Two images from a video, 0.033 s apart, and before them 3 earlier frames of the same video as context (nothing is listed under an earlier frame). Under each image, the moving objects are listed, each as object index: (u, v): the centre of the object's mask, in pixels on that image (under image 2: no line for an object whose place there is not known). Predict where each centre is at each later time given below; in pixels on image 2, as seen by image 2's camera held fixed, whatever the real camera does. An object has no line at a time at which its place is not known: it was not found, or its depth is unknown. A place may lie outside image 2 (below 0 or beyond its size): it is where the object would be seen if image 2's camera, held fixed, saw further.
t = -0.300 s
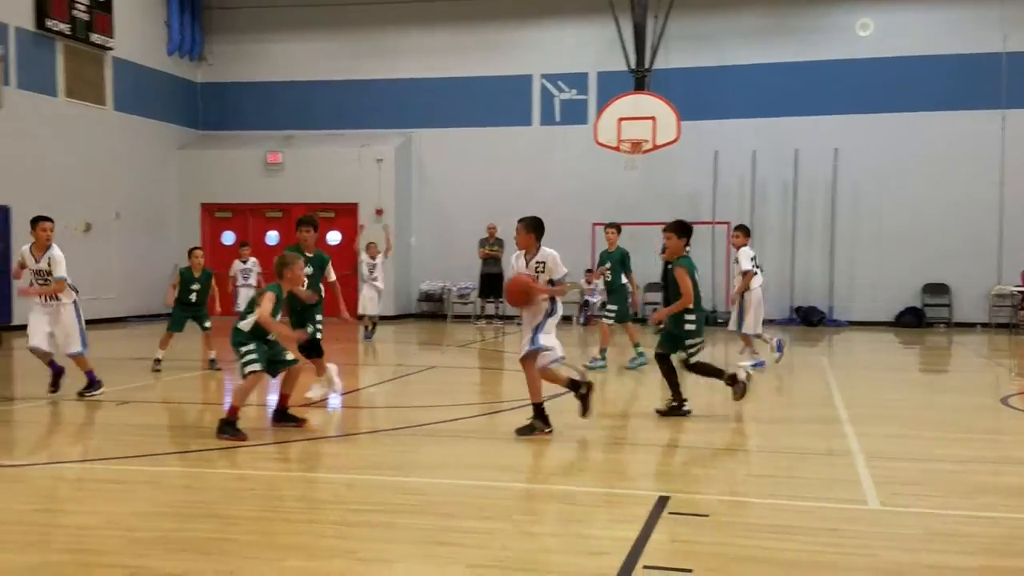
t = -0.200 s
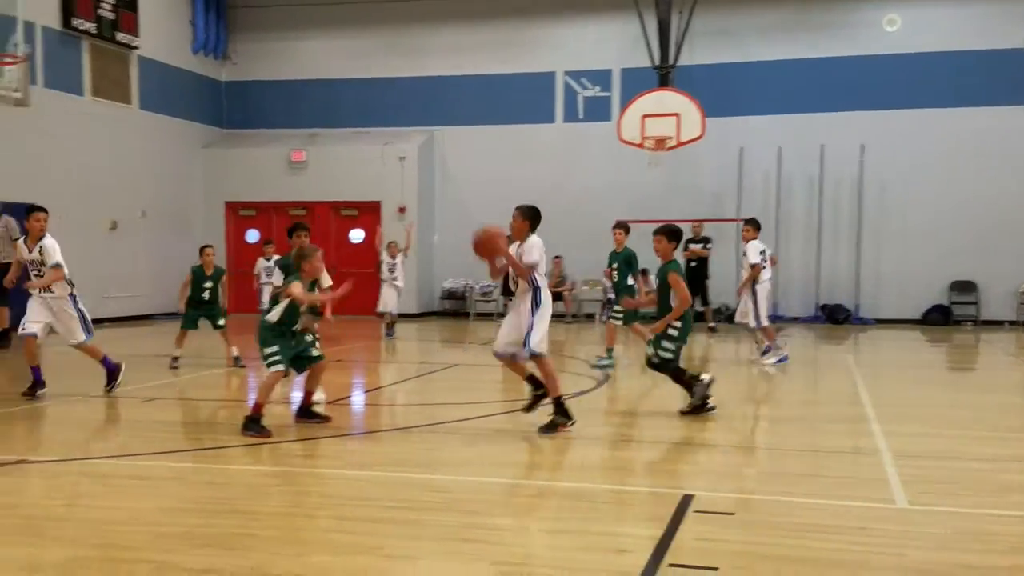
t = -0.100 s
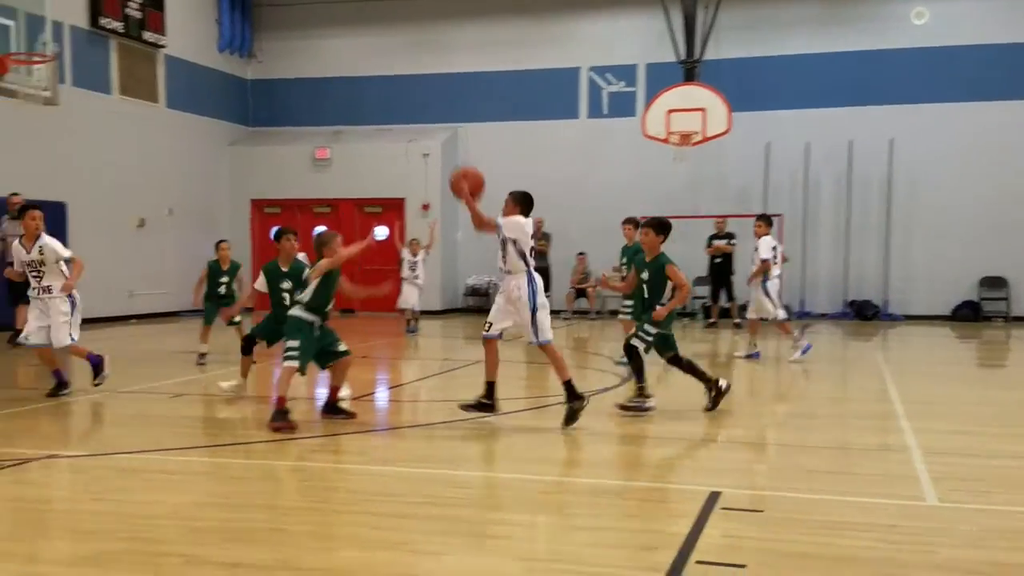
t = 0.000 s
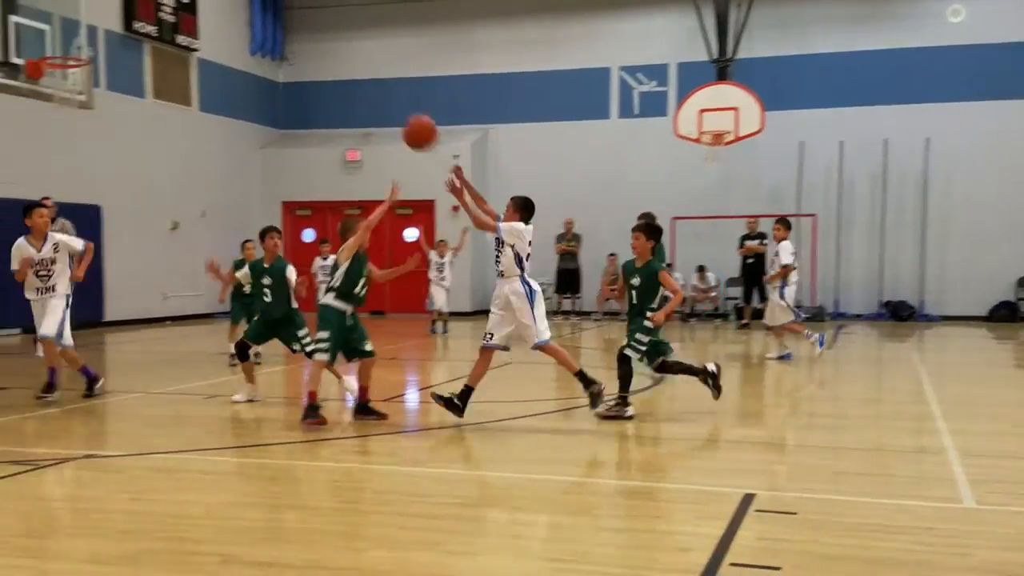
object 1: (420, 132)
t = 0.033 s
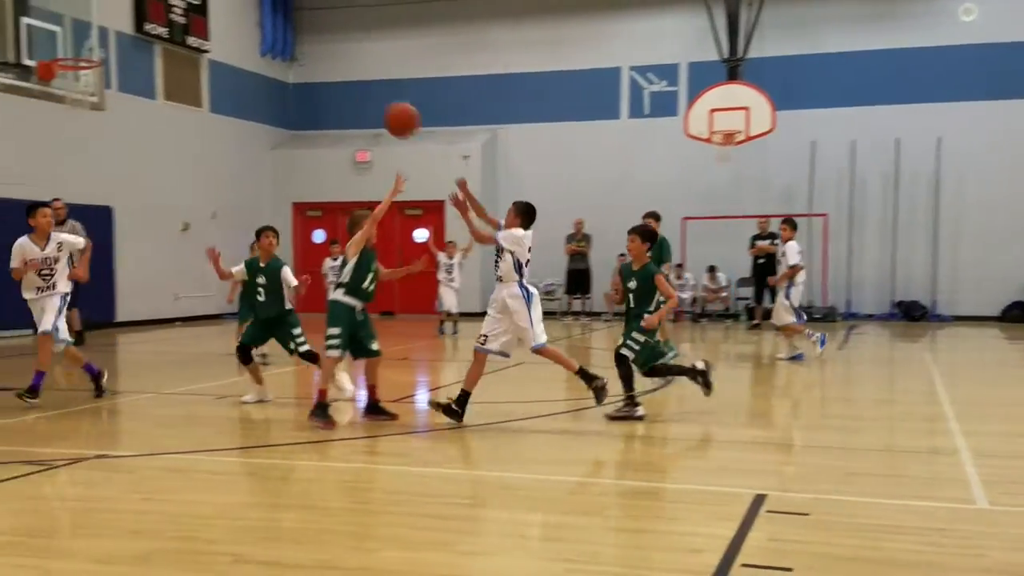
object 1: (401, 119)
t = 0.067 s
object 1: (375, 108)
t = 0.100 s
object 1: (349, 97)
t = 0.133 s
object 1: (322, 88)
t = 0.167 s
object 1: (300, 80)
